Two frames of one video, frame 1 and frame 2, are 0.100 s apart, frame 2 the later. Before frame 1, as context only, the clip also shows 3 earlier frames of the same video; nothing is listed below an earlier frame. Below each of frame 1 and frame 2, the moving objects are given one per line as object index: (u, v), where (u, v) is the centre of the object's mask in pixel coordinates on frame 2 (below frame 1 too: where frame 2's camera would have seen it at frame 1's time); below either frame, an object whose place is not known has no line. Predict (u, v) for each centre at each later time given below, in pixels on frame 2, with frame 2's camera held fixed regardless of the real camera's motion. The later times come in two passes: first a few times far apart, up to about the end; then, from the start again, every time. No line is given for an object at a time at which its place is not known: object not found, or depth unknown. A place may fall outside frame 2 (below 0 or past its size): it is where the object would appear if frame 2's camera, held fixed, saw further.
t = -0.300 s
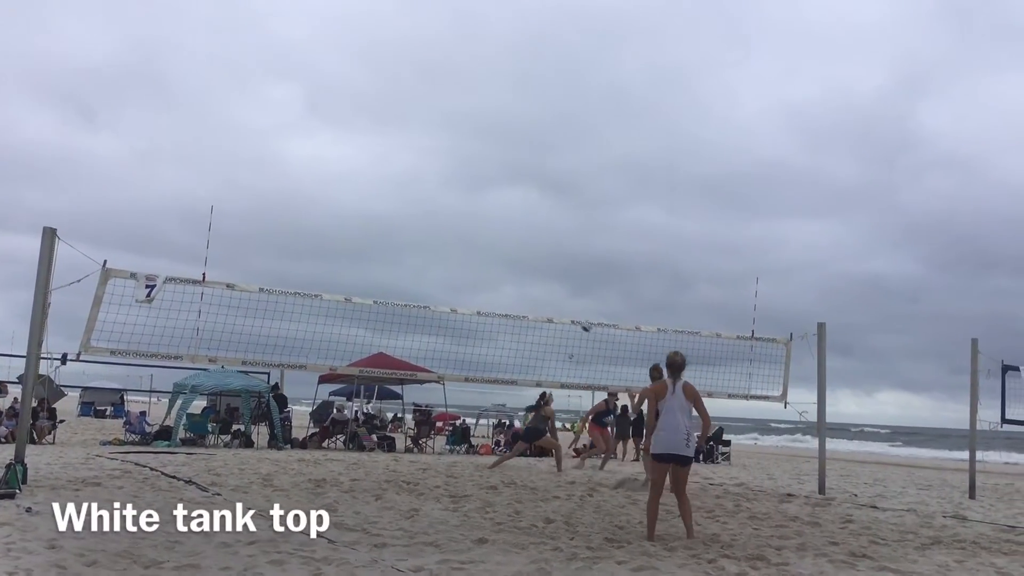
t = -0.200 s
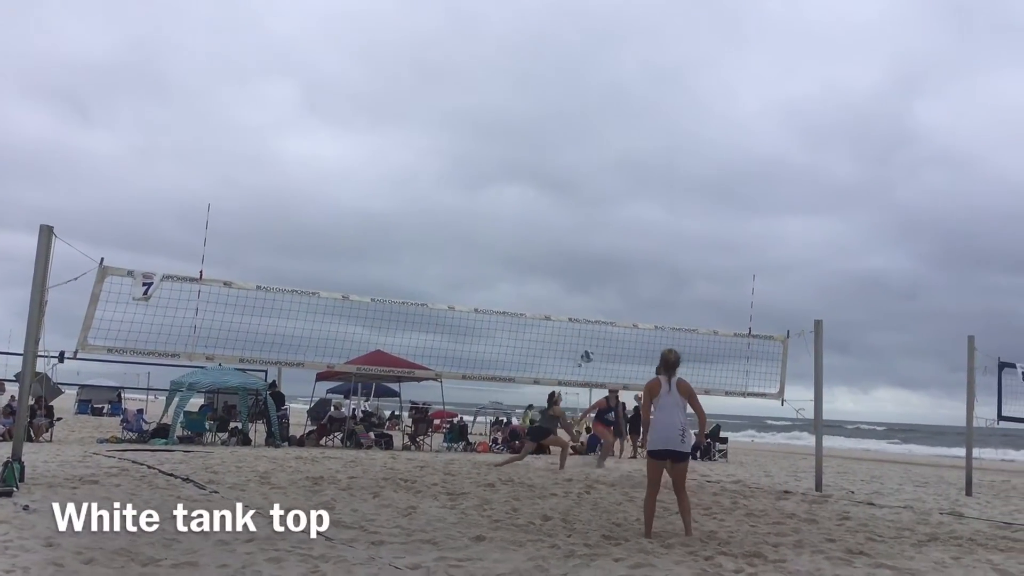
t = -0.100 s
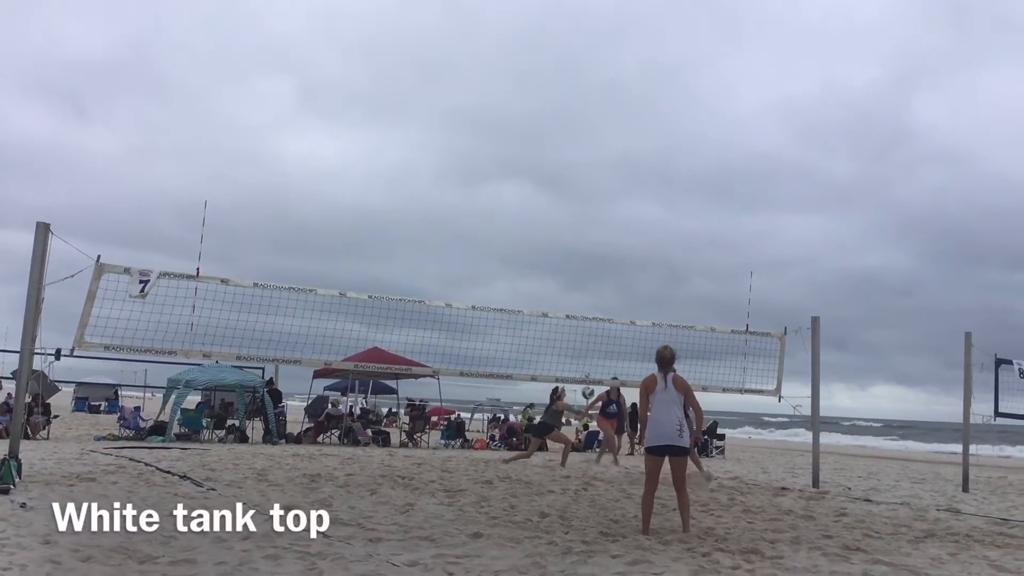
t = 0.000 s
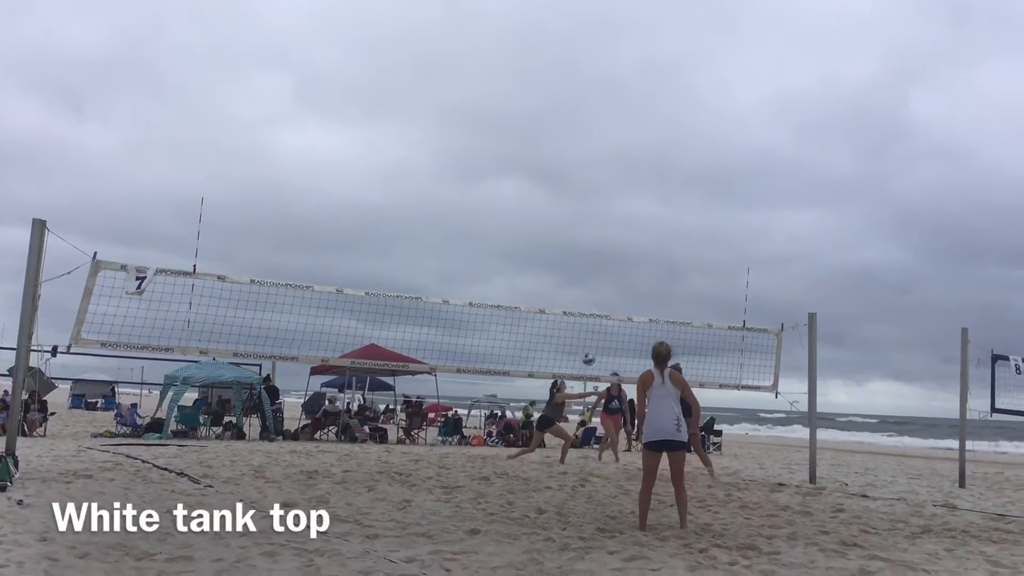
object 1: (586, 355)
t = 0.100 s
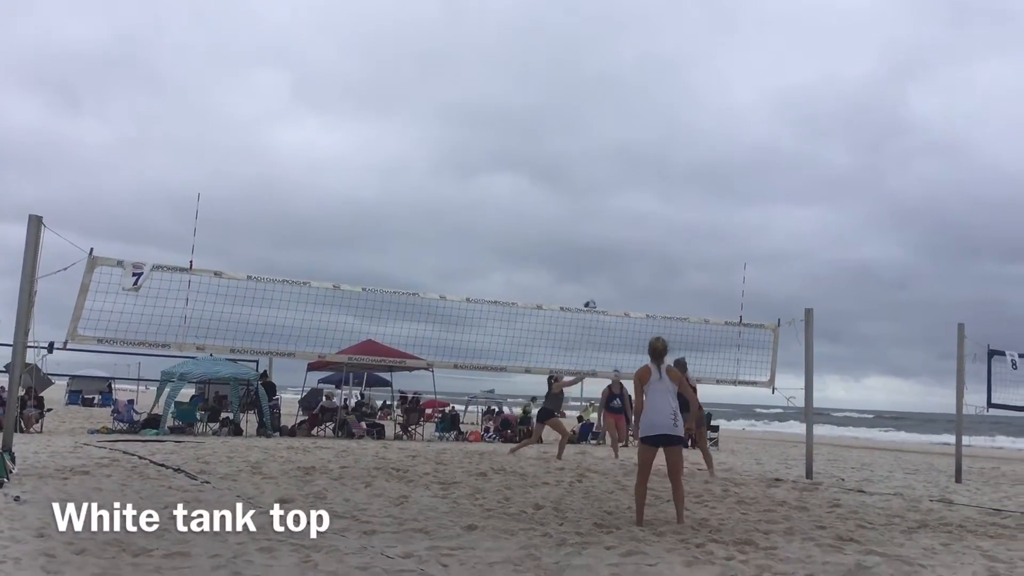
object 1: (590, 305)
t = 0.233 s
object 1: (595, 248)
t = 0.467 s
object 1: (604, 175)
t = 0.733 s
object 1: (616, 130)
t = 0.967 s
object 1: (628, 125)
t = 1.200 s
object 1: (642, 152)
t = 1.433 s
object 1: (658, 212)
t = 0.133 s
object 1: (591, 290)
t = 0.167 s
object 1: (592, 276)
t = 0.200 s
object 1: (593, 262)
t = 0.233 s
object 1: (595, 248)
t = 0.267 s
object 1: (596, 236)
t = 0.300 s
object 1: (598, 224)
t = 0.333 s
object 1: (599, 213)
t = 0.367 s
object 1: (600, 202)
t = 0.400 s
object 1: (601, 193)
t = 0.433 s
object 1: (603, 183)
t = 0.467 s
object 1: (604, 175)
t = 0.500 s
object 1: (606, 167)
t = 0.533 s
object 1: (607, 159)
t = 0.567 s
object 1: (609, 152)
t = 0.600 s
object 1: (610, 146)
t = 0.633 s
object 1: (612, 141)
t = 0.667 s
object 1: (613, 137)
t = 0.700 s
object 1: (615, 133)
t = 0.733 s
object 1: (616, 130)
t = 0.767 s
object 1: (618, 127)
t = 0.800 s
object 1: (619, 125)
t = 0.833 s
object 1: (621, 124)
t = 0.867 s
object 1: (623, 123)
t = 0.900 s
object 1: (625, 123)
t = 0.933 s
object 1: (626, 124)
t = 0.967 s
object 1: (628, 125)
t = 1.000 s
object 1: (630, 127)
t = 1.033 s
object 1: (632, 130)
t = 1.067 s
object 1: (634, 133)
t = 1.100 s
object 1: (636, 137)
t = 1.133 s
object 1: (638, 141)
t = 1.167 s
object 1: (640, 146)
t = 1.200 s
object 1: (642, 152)
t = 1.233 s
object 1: (644, 159)
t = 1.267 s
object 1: (646, 166)
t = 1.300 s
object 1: (649, 174)
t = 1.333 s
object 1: (651, 183)
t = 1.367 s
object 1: (653, 192)
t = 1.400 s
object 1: (656, 202)
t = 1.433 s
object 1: (658, 212)
